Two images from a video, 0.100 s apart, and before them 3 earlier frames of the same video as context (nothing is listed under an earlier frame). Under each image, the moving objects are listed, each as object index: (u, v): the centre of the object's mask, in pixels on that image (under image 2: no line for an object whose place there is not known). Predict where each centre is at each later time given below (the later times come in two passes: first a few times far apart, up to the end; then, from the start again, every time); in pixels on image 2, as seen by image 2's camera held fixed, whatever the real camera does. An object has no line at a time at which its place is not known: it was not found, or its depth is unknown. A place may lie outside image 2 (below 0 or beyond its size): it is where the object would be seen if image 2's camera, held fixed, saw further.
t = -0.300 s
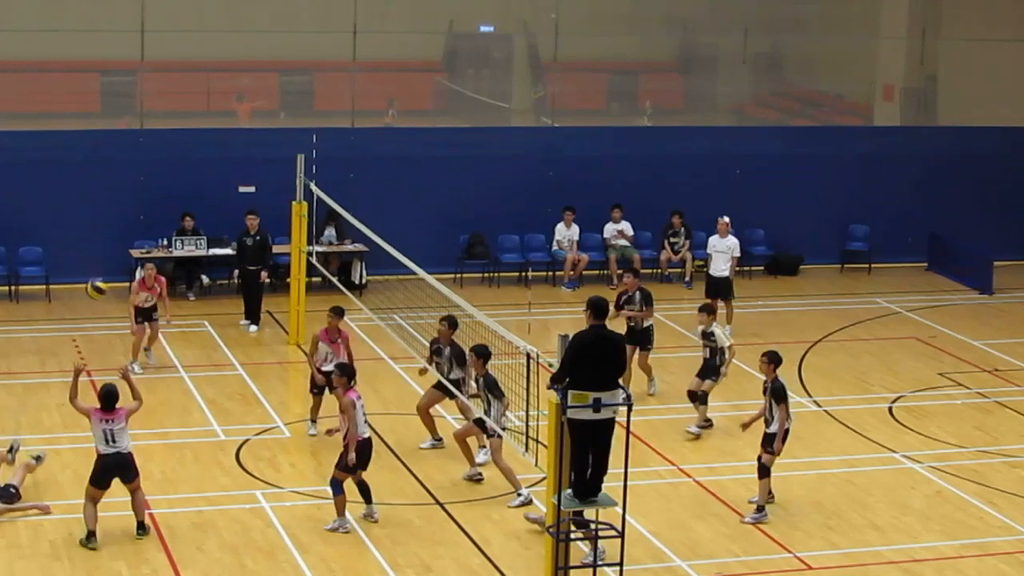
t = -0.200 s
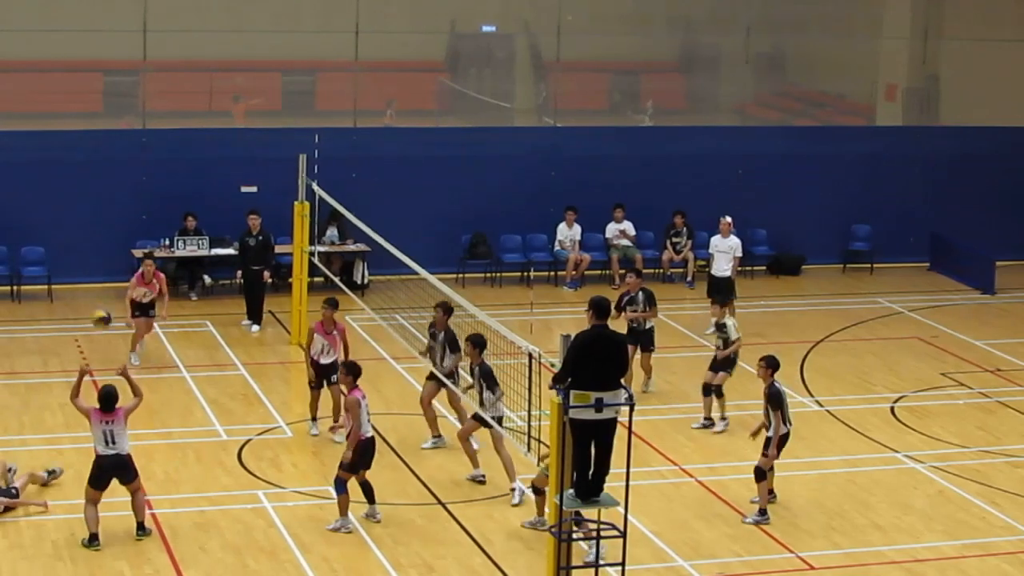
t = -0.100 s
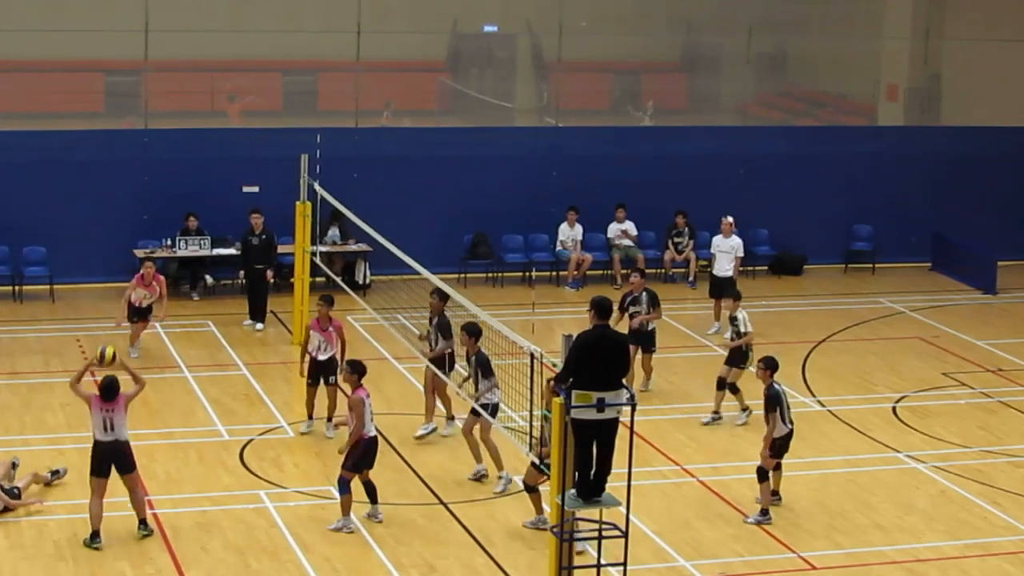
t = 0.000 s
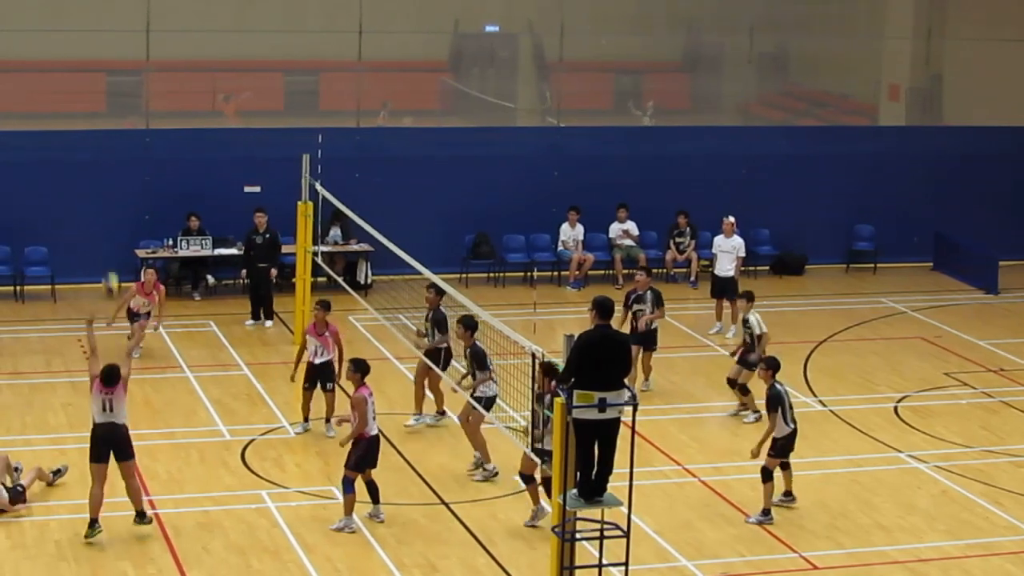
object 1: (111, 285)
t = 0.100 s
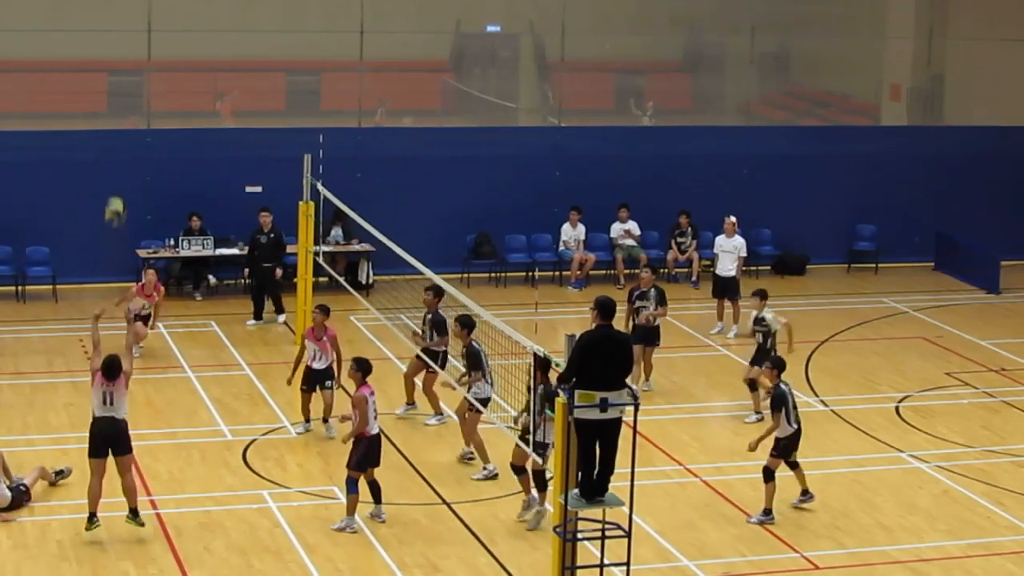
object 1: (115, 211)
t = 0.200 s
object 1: (115, 148)
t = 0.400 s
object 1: (117, 57)
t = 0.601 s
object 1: (117, 9)
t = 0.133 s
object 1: (116, 189)
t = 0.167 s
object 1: (115, 167)
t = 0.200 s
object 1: (115, 148)
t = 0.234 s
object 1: (116, 130)
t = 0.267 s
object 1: (116, 112)
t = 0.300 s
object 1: (117, 97)
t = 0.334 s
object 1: (117, 82)
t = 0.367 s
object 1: (117, 69)
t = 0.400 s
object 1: (117, 57)
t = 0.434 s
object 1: (117, 46)
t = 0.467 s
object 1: (118, 36)
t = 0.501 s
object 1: (117, 28)
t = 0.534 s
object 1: (117, 20)
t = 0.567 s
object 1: (117, 14)
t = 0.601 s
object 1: (117, 9)
